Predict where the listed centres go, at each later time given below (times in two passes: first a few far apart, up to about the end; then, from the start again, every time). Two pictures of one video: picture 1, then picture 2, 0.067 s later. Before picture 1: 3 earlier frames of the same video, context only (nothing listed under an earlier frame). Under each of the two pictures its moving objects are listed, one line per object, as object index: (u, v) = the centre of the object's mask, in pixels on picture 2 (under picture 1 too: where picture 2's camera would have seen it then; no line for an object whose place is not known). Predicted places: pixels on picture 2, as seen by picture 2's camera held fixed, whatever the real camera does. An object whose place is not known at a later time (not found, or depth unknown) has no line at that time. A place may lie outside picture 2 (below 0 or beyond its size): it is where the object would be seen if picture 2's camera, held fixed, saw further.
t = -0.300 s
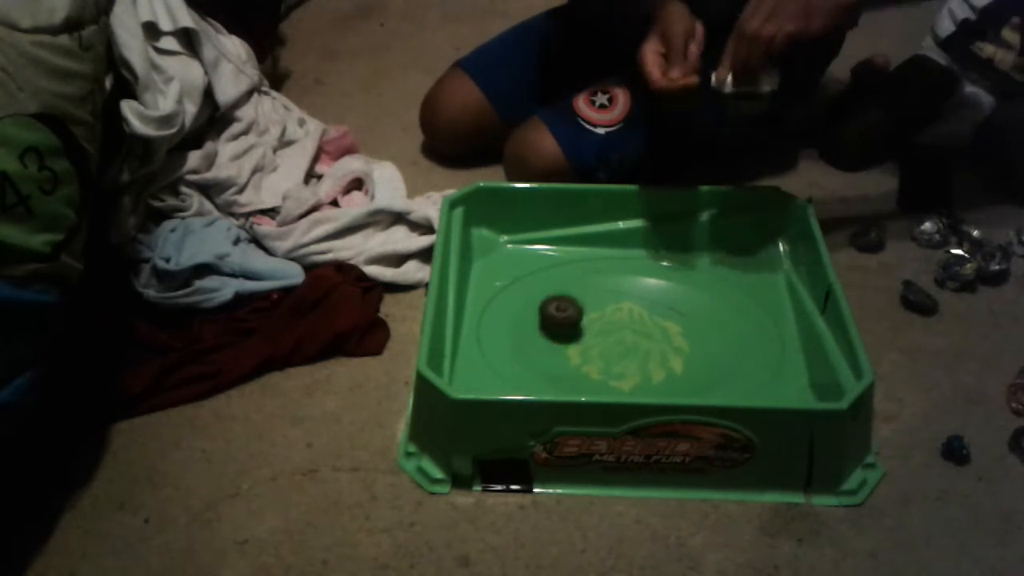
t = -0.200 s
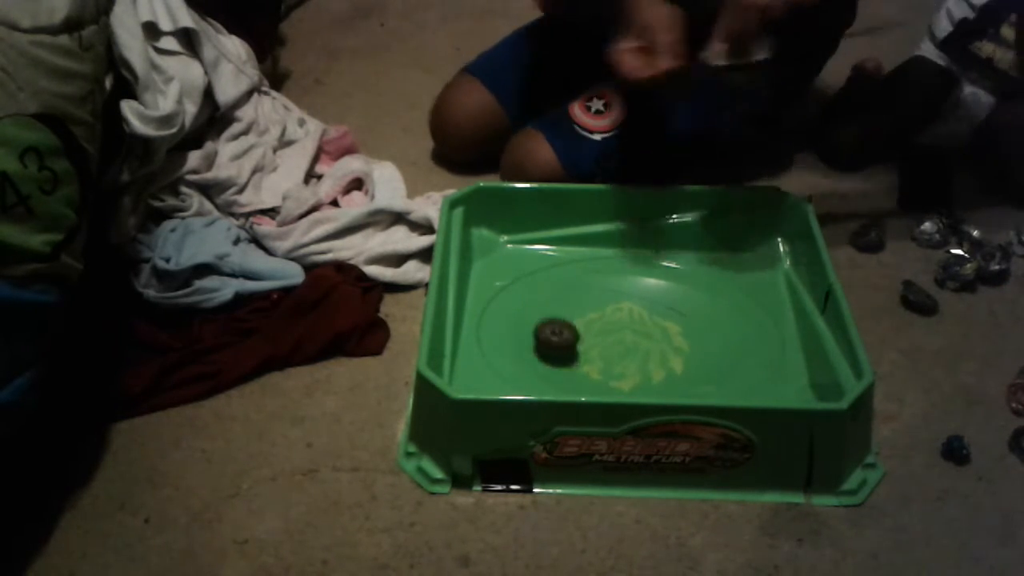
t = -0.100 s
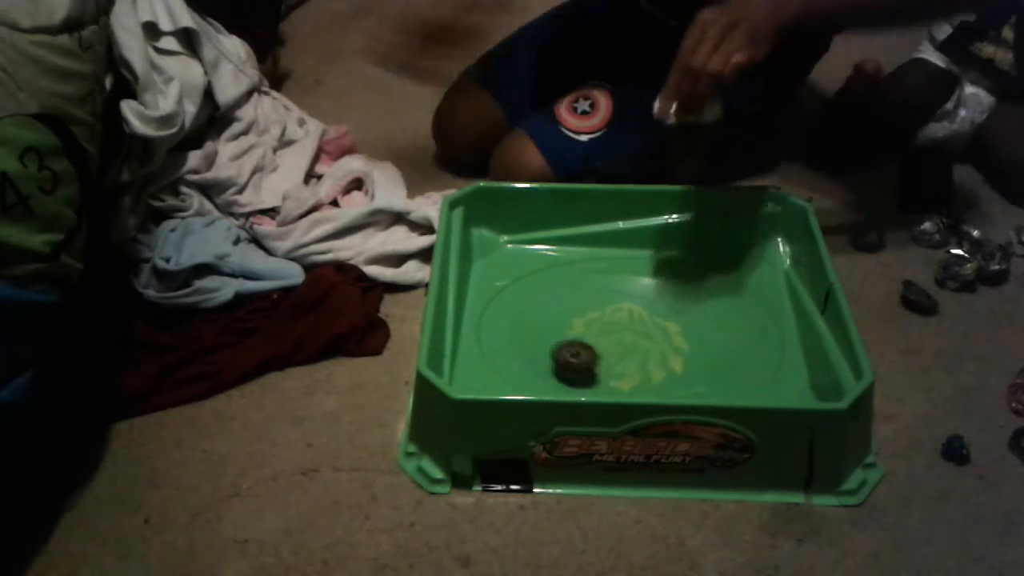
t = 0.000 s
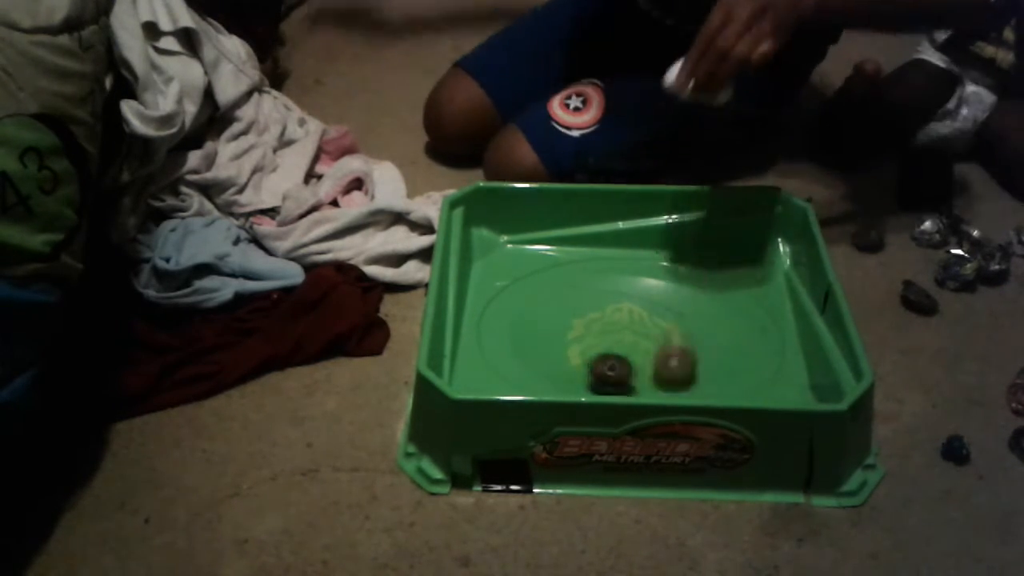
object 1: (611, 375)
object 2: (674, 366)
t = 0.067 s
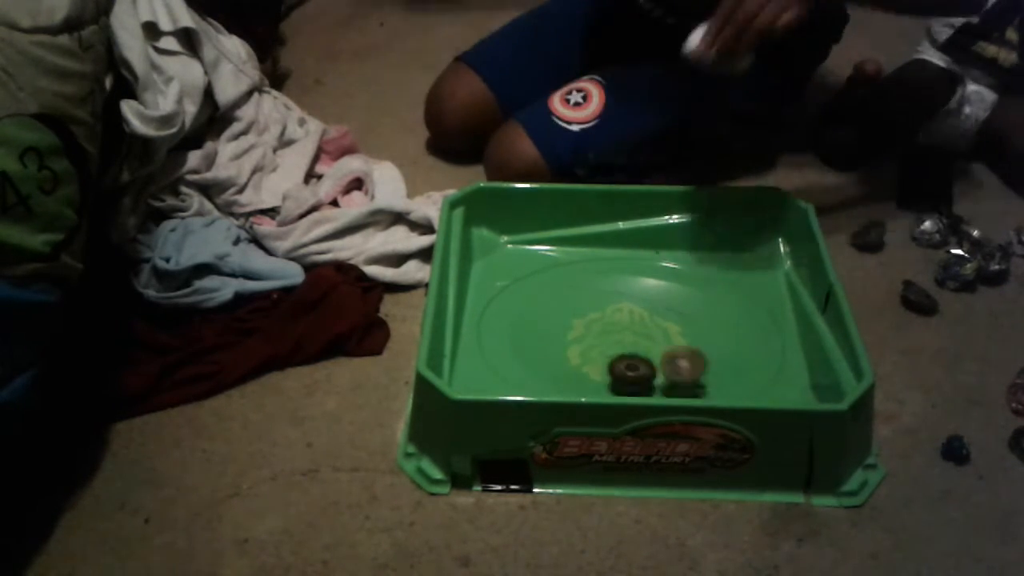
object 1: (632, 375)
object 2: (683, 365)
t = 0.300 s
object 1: (665, 340)
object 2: (795, 397)
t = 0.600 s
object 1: (604, 299)
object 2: (757, 396)
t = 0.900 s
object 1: (567, 341)
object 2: (736, 359)
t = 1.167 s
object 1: (652, 364)
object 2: (583, 271)
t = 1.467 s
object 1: (695, 317)
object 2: (532, 351)
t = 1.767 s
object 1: (610, 309)
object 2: (738, 324)
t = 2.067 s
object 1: (593, 364)
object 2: (725, 256)
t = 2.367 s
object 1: (677, 359)
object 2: (745, 282)
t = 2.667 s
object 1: (633, 305)
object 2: (554, 300)
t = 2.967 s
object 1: (563, 317)
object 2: (539, 383)
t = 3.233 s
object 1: (605, 362)
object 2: (504, 378)
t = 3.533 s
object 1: (685, 345)
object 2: (516, 370)
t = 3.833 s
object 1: (662, 303)
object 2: (694, 367)
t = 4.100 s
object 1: (595, 325)
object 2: (693, 279)
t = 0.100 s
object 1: (639, 375)
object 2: (694, 378)
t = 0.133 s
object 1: (649, 373)
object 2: (703, 386)
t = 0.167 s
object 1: (657, 368)
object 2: (723, 390)
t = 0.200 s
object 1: (663, 362)
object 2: (739, 395)
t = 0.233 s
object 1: (666, 355)
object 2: (757, 397)
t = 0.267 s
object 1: (667, 348)
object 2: (775, 397)
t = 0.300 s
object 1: (665, 340)
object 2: (795, 397)
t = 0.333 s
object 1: (662, 332)
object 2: (802, 394)
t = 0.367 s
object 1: (658, 325)
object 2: (801, 390)
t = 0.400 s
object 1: (653, 319)
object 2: (795, 388)
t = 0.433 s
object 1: (647, 314)
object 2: (790, 386)
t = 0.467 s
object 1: (640, 308)
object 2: (783, 387)
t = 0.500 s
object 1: (632, 304)
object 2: (775, 388)
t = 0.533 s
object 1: (623, 302)
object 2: (767, 391)
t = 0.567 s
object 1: (614, 300)
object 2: (761, 393)
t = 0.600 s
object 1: (604, 299)
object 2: (757, 396)
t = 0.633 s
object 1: (595, 299)
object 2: (757, 397)
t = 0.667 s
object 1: (586, 300)
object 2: (755, 395)
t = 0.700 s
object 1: (577, 303)
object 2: (754, 392)
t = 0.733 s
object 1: (569, 307)
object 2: (751, 390)
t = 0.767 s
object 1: (564, 312)
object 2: (746, 387)
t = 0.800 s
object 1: (560, 319)
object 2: (741, 384)
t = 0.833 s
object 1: (560, 326)
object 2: (739, 380)
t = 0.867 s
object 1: (562, 334)
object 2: (738, 371)
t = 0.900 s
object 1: (567, 341)
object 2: (736, 359)
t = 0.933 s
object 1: (574, 348)
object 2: (735, 345)
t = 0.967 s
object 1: (584, 354)
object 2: (729, 328)
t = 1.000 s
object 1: (594, 359)
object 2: (717, 311)
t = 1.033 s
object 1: (605, 362)
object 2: (699, 297)
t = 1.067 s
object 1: (617, 365)
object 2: (675, 285)
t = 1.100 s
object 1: (629, 365)
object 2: (647, 276)
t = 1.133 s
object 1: (642, 365)
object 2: (615, 272)
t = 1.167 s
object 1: (652, 364)
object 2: (583, 271)
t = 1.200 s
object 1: (663, 362)
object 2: (555, 272)
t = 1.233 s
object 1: (671, 358)
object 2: (532, 273)
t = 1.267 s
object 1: (680, 353)
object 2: (511, 277)
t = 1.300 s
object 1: (687, 348)
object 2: (495, 290)
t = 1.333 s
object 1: (692, 343)
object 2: (481, 301)
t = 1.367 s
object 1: (696, 337)
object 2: (487, 315)
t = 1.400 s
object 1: (697, 331)
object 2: (498, 330)
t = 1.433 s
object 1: (697, 324)
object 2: (514, 340)
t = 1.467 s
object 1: (695, 317)
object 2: (532, 351)
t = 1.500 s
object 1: (690, 311)
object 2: (555, 364)
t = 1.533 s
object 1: (683, 307)
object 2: (581, 373)
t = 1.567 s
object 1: (674, 303)
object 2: (611, 377)
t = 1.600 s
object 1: (664, 300)
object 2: (641, 379)
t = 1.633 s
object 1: (653, 299)
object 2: (673, 376)
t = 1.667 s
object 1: (642, 300)
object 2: (699, 368)
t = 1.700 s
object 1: (631, 301)
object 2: (718, 356)
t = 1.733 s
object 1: (620, 305)
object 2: (731, 341)
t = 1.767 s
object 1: (610, 309)
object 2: (738, 324)
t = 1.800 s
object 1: (601, 313)
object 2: (738, 307)
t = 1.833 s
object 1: (595, 319)
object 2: (737, 293)
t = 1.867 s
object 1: (590, 326)
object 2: (737, 282)
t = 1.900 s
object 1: (587, 332)
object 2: (730, 272)
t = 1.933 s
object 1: (585, 339)
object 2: (719, 264)
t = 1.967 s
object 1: (585, 346)
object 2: (716, 257)
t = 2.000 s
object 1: (586, 352)
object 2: (715, 253)
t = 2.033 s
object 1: (589, 358)
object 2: (719, 253)
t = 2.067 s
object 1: (593, 364)
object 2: (725, 256)
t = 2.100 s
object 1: (599, 369)
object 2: (735, 262)
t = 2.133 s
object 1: (607, 372)
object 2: (745, 268)
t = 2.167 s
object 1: (615, 374)
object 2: (757, 275)
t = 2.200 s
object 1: (625, 375)
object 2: (771, 280)
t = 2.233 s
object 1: (635, 376)
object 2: (781, 281)
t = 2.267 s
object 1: (647, 376)
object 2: (782, 280)
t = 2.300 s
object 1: (657, 374)
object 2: (780, 283)
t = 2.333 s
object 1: (672, 366)
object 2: (759, 282)
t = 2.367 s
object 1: (677, 359)
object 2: (745, 282)
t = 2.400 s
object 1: (678, 353)
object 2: (730, 283)
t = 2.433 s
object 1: (676, 345)
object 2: (712, 282)
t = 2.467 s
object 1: (673, 338)
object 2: (693, 281)
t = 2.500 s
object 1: (669, 331)
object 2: (672, 282)
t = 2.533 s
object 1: (664, 325)
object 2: (647, 281)
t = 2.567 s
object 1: (657, 318)
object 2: (621, 282)
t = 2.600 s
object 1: (650, 314)
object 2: (597, 286)
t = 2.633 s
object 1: (642, 309)
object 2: (574, 292)
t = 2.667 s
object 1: (633, 305)
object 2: (554, 300)
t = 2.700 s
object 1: (623, 303)
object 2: (539, 309)
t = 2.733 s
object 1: (615, 302)
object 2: (527, 320)
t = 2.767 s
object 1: (606, 301)
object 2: (518, 332)
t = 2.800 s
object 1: (598, 301)
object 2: (516, 344)
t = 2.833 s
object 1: (590, 302)
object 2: (515, 357)
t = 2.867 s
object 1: (582, 304)
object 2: (511, 368)
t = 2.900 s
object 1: (575, 307)
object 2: (517, 373)
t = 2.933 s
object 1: (568, 312)
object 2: (530, 379)
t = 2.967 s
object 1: (563, 317)
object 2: (539, 383)
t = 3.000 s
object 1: (560, 323)
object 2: (545, 386)
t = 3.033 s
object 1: (561, 329)
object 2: (546, 387)
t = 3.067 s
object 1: (563, 336)
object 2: (543, 386)
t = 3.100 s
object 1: (569, 343)
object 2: (538, 384)
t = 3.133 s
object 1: (576, 349)
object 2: (530, 382)
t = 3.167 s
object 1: (585, 355)
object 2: (521, 381)
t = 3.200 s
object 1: (595, 359)
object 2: (513, 380)
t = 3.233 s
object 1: (605, 362)
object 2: (504, 378)
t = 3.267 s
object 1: (616, 364)
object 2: (496, 376)
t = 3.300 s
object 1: (627, 365)
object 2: (487, 374)
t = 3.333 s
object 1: (638, 365)
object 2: (478, 372)
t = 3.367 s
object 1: (647, 363)
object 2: (469, 370)
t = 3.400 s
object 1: (657, 361)
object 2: (468, 369)
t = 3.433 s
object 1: (665, 359)
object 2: (478, 369)
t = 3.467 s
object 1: (673, 355)
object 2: (491, 369)
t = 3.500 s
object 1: (679, 350)
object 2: (503, 369)
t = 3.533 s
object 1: (685, 345)
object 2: (516, 370)
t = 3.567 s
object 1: (689, 340)
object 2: (532, 372)
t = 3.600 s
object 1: (692, 334)
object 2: (549, 374)
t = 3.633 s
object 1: (693, 328)
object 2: (566, 375)
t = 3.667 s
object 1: (692, 322)
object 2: (588, 378)
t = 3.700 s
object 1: (690, 317)
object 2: (613, 380)
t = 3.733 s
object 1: (685, 312)
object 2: (638, 380)
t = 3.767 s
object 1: (679, 308)
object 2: (659, 379)
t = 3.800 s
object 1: (671, 305)
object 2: (679, 376)
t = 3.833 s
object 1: (662, 303)
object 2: (694, 367)
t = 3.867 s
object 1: (651, 302)
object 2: (707, 357)
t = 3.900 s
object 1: (641, 302)
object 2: (716, 347)
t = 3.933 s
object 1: (631, 304)
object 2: (721, 334)
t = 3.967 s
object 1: (622, 307)
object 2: (723, 322)
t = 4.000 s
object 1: (613, 310)
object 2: (721, 309)
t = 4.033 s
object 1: (605, 315)
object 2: (714, 298)
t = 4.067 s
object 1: (599, 320)
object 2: (705, 288)
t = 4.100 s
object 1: (595, 325)
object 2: (693, 279)
